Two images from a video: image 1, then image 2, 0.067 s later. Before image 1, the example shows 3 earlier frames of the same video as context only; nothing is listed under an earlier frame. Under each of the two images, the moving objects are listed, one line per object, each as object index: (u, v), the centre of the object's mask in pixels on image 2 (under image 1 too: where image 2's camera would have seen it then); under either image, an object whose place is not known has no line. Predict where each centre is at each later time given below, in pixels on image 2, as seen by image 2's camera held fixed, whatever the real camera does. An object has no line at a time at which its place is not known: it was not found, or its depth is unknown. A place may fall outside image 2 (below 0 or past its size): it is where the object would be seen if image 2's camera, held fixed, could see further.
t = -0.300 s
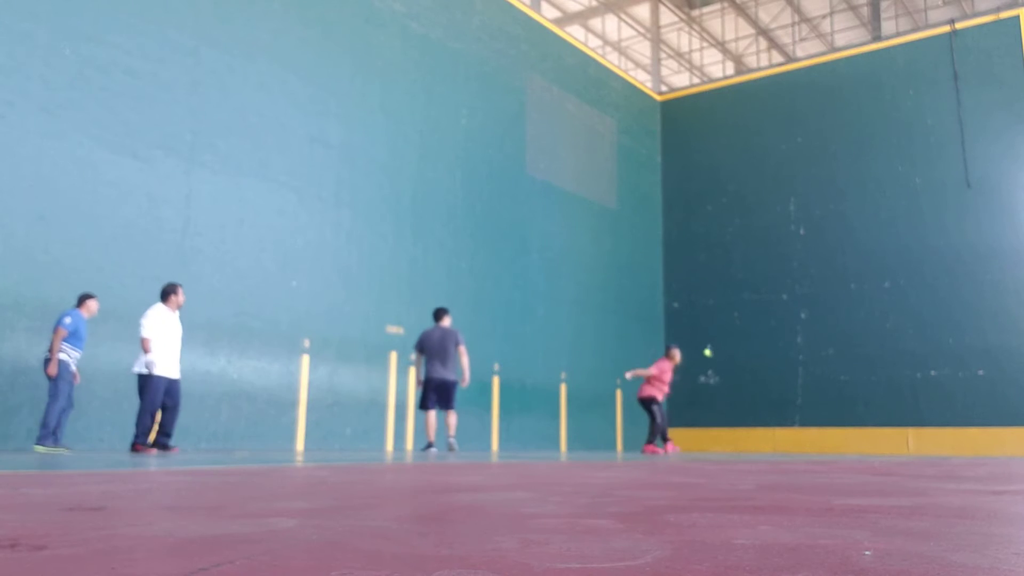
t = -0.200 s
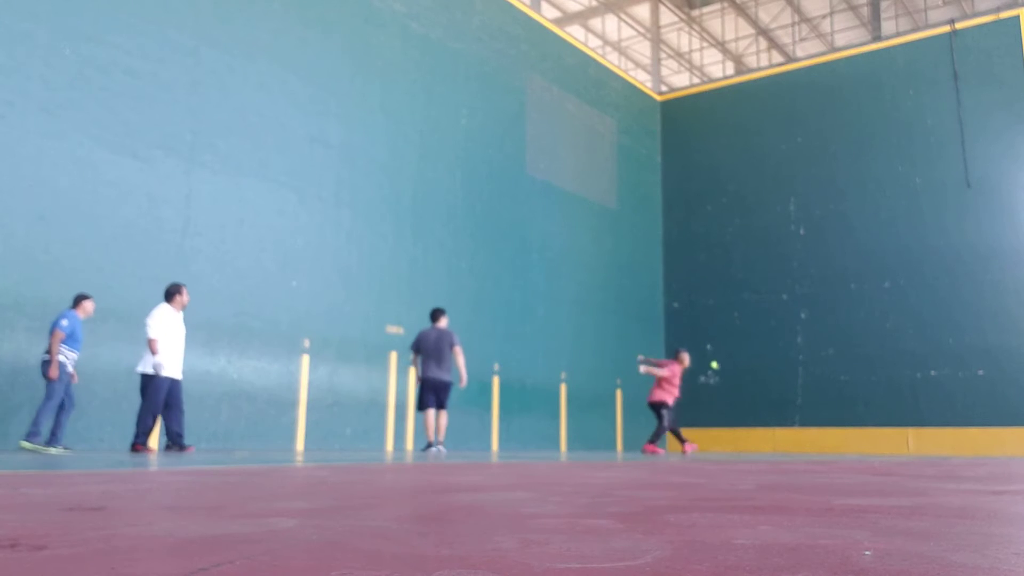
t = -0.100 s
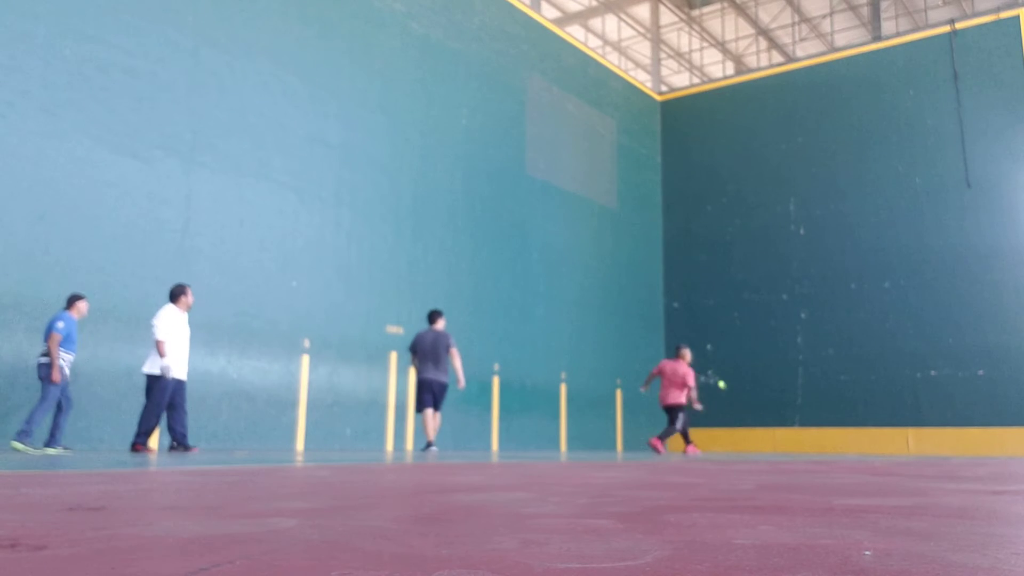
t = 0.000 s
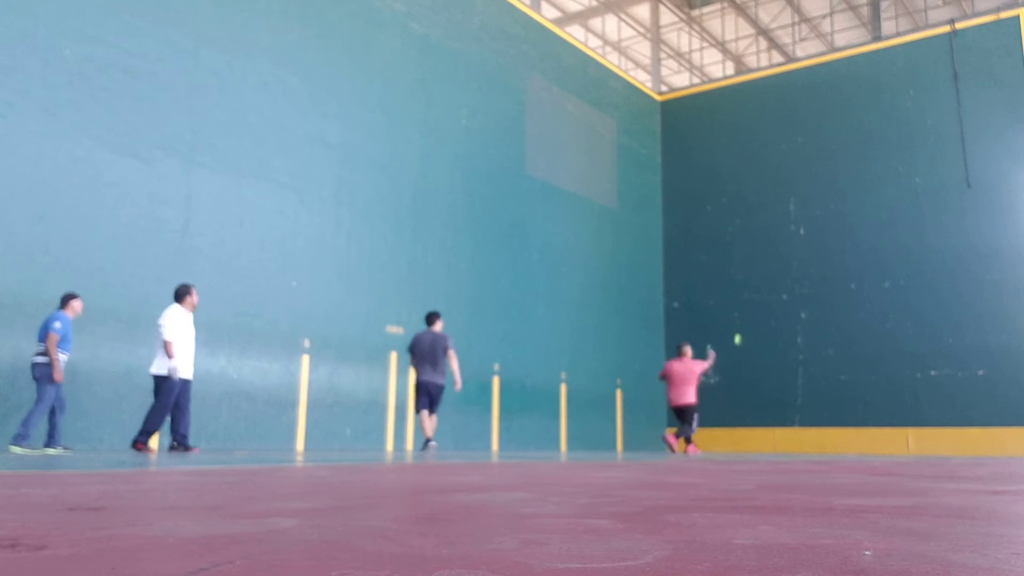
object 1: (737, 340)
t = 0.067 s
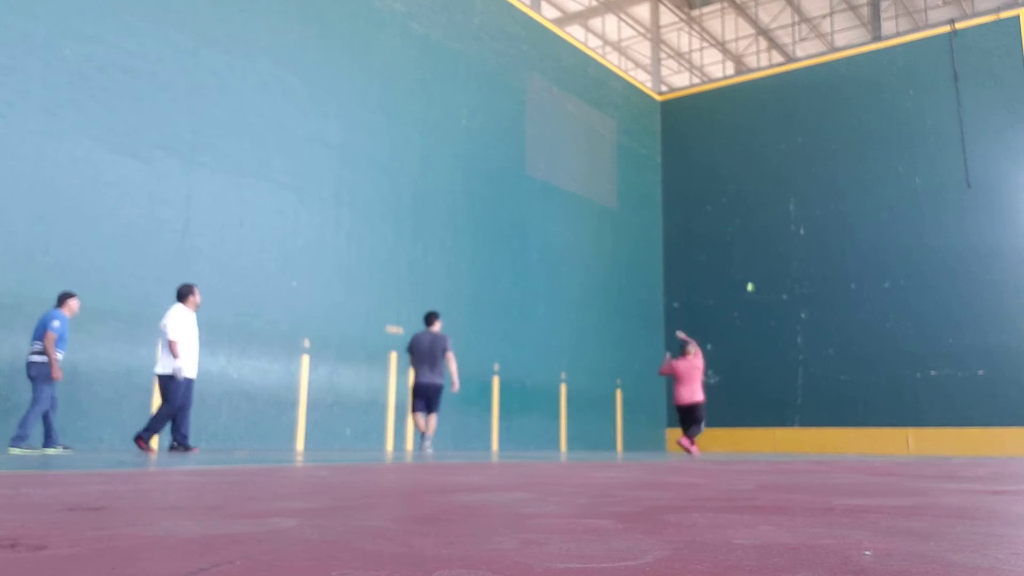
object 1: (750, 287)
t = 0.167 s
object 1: (765, 228)
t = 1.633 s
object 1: (552, 34)
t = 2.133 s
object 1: (359, 191)
